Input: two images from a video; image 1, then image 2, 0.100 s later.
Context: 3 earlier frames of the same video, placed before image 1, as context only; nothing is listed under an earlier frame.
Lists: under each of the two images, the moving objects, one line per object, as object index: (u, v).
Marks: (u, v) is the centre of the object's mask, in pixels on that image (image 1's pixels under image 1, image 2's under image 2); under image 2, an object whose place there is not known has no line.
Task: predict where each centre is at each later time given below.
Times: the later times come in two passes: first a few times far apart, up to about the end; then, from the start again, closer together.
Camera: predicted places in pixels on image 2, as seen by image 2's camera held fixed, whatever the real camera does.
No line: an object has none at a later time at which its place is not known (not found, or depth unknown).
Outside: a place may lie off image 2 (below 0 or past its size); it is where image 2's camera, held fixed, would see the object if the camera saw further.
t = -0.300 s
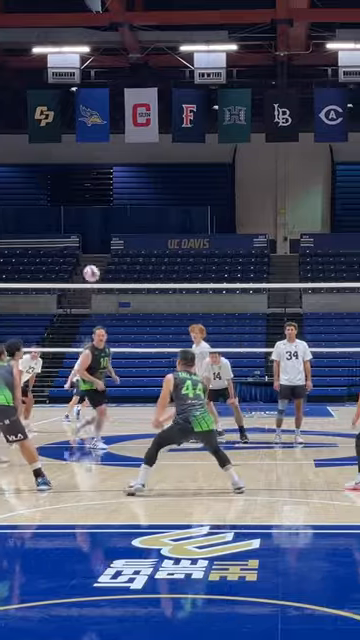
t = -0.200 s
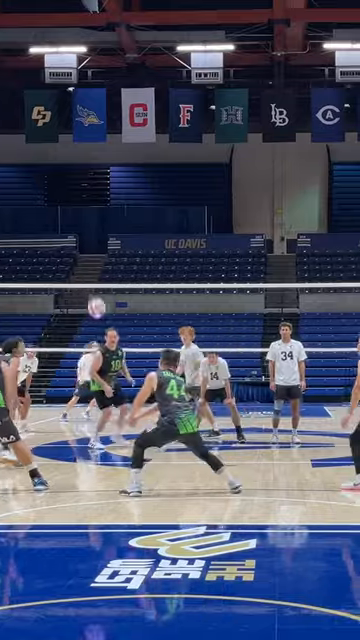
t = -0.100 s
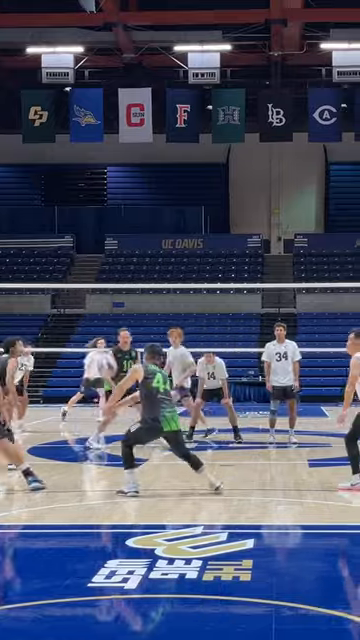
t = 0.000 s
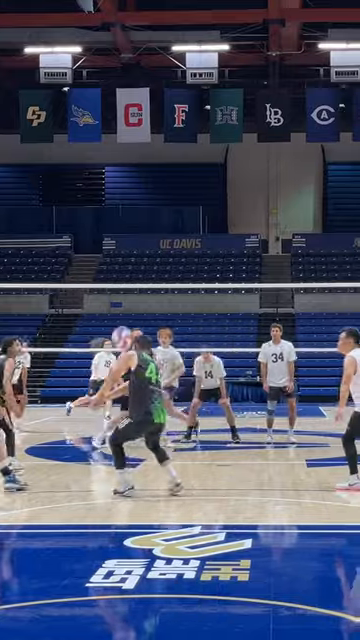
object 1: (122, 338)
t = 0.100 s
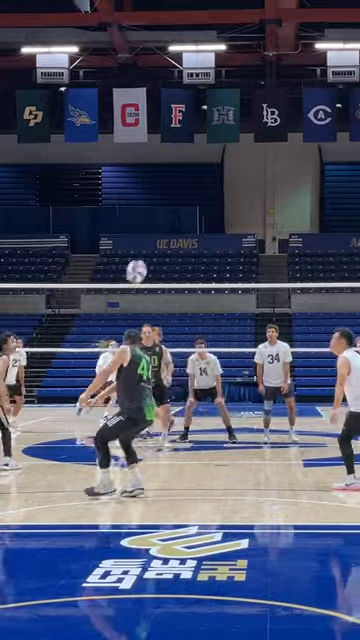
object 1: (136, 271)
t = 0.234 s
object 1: (158, 203)
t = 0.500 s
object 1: (199, 124)
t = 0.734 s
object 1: (231, 107)
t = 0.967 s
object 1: (261, 131)
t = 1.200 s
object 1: (287, 190)
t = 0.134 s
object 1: (142, 252)
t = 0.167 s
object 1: (147, 234)
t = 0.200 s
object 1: (153, 218)
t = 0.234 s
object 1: (158, 203)
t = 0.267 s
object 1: (163, 189)
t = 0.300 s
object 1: (169, 176)
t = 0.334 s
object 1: (174, 164)
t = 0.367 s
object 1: (179, 154)
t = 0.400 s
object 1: (184, 145)
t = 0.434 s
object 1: (189, 137)
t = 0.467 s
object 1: (194, 130)
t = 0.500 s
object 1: (199, 124)
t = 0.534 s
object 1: (204, 118)
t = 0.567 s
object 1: (209, 114)
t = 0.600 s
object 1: (213, 111)
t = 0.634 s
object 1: (218, 109)
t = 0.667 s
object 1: (223, 107)
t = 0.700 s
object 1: (227, 107)
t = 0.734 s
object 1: (231, 107)
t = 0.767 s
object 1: (236, 109)
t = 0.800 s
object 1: (240, 110)
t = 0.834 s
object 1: (244, 113)
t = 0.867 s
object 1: (249, 116)
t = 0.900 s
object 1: (253, 121)
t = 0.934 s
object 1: (257, 126)
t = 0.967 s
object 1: (261, 131)
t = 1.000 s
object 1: (265, 137)
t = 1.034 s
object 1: (268, 145)
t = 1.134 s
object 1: (280, 169)
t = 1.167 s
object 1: (283, 179)
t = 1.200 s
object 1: (287, 190)
